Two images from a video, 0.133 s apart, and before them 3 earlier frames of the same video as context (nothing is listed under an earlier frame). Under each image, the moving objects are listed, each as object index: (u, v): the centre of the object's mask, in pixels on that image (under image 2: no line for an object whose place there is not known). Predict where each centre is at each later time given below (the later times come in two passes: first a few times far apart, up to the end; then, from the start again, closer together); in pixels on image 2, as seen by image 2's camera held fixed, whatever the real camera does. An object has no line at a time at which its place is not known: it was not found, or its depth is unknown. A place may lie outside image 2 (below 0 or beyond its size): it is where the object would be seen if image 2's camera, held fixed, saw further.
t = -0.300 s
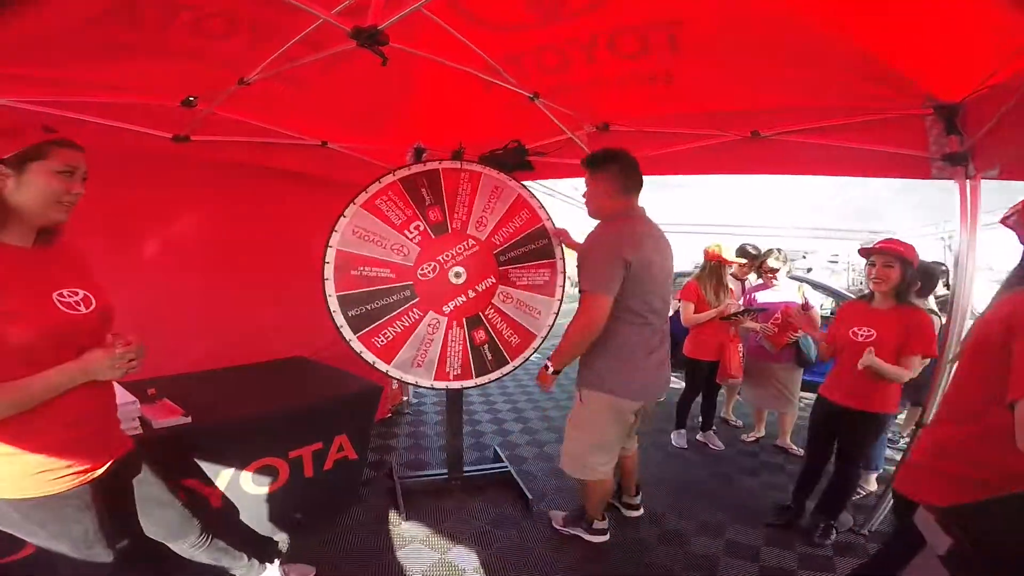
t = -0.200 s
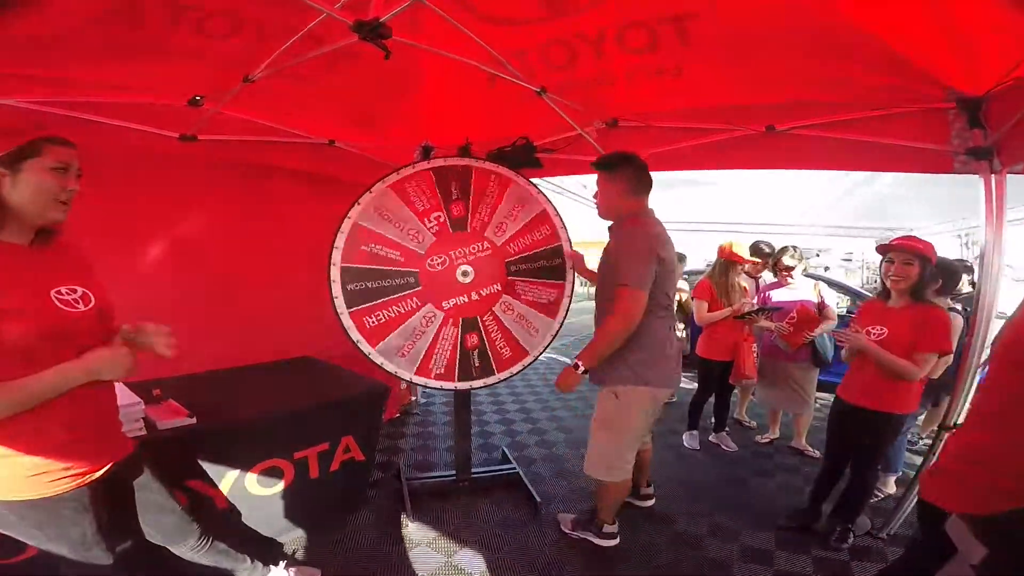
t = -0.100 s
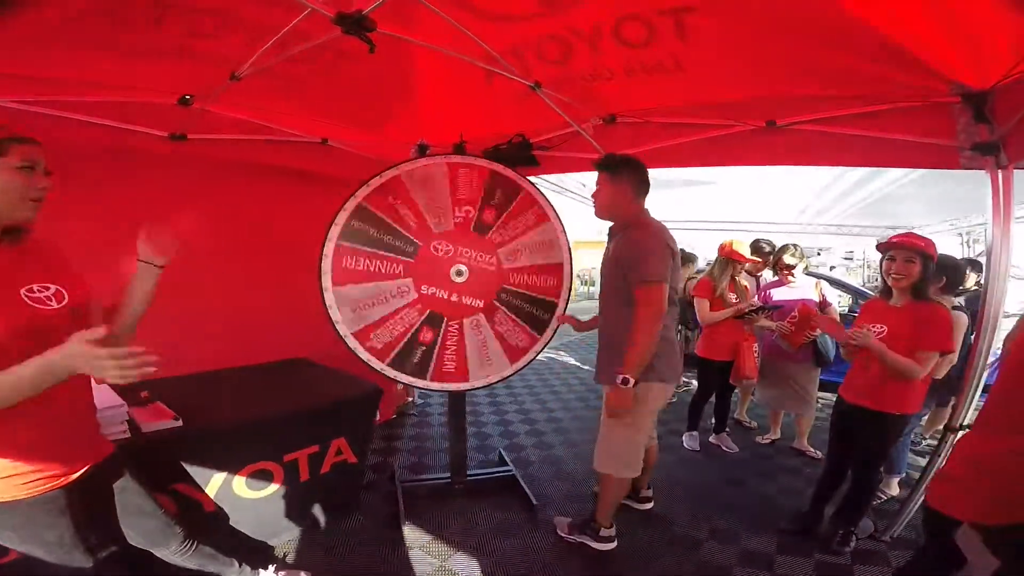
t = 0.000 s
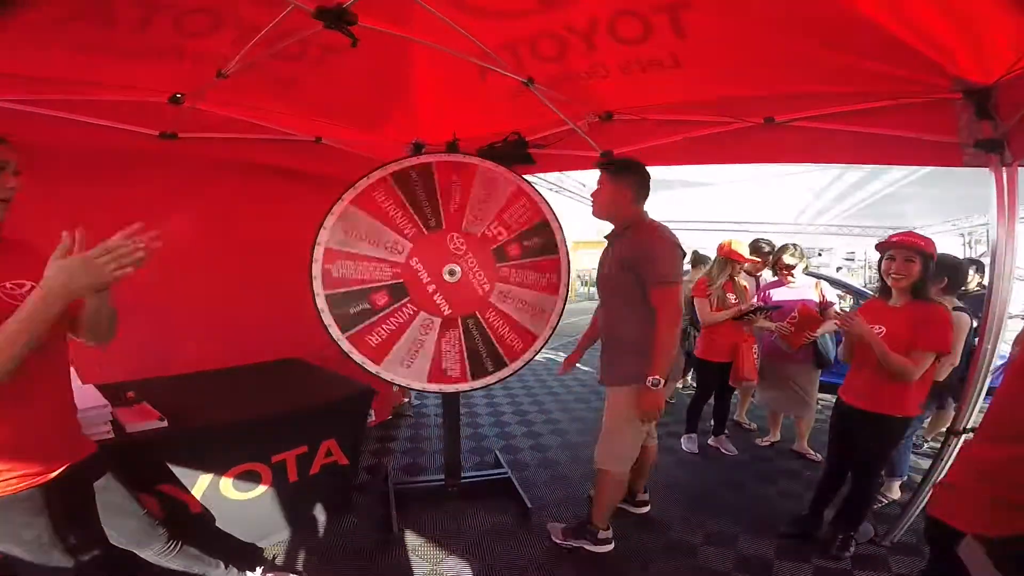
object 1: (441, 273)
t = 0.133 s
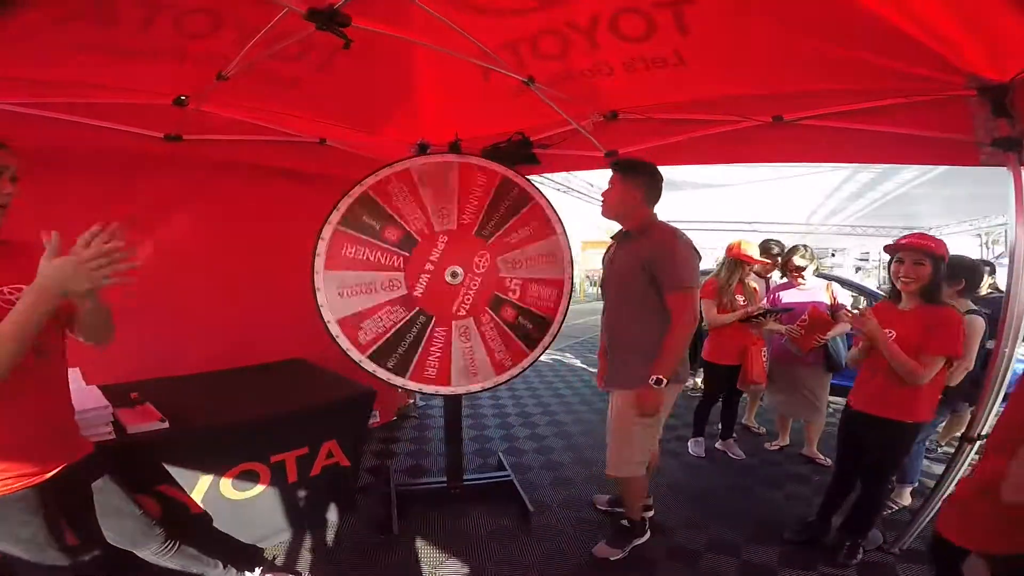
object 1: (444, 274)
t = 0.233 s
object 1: (443, 274)
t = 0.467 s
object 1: (444, 274)
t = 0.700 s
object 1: (445, 274)
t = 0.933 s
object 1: (445, 274)
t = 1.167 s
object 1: (446, 273)
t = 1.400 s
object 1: (446, 274)
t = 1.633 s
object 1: (447, 274)
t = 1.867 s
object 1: (448, 274)
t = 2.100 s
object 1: (449, 274)
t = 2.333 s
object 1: (449, 274)
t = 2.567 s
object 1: (449, 273)
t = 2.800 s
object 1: (448, 273)
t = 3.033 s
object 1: (448, 273)
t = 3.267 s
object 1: (449, 273)
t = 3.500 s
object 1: (450, 273)
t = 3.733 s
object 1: (451, 273)
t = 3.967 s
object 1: (452, 273)
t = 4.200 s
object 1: (453, 273)
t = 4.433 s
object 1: (453, 273)
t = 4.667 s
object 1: (454, 273)
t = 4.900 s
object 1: (455, 272)
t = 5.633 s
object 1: (455, 273)
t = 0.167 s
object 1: (444, 274)
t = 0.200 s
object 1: (443, 274)
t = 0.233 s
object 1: (443, 274)
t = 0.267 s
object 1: (443, 274)
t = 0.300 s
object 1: (443, 274)
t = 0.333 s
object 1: (444, 274)
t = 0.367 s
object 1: (444, 274)
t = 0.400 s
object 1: (444, 274)
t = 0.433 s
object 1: (444, 274)
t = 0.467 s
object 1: (444, 274)
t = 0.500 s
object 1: (444, 274)
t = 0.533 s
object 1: (444, 274)
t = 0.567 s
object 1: (444, 274)
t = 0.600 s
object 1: (444, 274)
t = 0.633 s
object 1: (444, 274)
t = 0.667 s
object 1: (445, 274)
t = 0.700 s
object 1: (445, 274)
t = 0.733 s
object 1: (445, 274)
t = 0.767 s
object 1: (445, 274)
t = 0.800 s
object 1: (445, 273)
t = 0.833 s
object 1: (445, 273)
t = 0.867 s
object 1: (445, 273)
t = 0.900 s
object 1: (445, 273)
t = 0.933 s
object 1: (445, 274)
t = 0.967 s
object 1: (445, 274)
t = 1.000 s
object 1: (445, 274)
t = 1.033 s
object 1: (445, 274)
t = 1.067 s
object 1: (446, 274)
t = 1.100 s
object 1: (446, 274)
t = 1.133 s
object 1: (446, 274)
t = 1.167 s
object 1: (446, 273)
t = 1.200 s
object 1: (446, 274)
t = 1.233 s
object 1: (446, 274)
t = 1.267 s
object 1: (446, 273)
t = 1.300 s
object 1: (446, 274)
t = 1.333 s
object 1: (446, 274)
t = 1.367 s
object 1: (446, 274)
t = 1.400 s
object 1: (446, 274)
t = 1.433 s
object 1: (447, 274)
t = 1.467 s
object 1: (447, 274)
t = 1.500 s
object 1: (447, 274)
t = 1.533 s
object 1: (447, 273)
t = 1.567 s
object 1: (447, 273)
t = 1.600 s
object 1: (447, 273)
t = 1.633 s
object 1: (447, 274)
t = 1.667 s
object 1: (447, 274)
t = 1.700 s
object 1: (448, 274)
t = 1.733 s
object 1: (448, 273)
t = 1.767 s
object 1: (448, 274)
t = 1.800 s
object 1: (448, 274)
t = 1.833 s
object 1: (448, 274)
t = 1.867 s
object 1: (448, 274)
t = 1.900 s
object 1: (448, 274)
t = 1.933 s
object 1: (449, 274)
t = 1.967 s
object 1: (449, 274)
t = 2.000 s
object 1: (449, 274)
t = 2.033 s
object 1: (449, 274)
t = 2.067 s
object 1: (449, 274)
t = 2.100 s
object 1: (449, 274)
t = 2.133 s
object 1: (449, 274)
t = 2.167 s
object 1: (449, 274)
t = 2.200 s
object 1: (449, 274)
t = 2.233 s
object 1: (449, 273)
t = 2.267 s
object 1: (449, 273)
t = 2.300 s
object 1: (449, 274)
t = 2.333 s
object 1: (449, 274)
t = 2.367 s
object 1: (448, 274)
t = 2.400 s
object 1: (448, 273)
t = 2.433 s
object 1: (448, 273)
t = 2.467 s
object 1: (448, 273)
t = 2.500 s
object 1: (448, 273)
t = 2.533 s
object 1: (449, 273)
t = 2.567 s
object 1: (449, 273)
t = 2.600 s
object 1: (449, 273)
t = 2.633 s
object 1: (448, 273)
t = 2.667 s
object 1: (448, 273)
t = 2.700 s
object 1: (448, 273)
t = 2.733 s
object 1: (448, 273)
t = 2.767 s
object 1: (448, 273)
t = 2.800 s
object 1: (448, 273)
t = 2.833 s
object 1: (448, 273)
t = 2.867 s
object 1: (448, 273)
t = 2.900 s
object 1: (448, 273)
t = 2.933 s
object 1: (448, 273)
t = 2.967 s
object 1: (448, 273)
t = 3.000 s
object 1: (448, 273)
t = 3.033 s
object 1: (448, 273)
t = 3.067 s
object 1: (448, 273)
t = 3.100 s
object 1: (448, 273)
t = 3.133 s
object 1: (448, 273)
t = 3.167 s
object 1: (449, 273)
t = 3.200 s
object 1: (449, 273)
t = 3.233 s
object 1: (449, 273)
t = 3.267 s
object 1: (449, 273)
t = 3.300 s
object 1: (449, 273)
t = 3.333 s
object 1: (449, 273)
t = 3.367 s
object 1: (449, 273)
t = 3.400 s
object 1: (449, 273)
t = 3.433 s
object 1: (450, 273)
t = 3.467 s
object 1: (450, 273)
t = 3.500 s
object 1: (450, 273)
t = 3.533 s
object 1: (450, 273)
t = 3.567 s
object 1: (450, 273)
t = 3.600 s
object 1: (451, 273)
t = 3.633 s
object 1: (451, 273)
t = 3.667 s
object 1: (451, 273)
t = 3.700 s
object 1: (451, 273)
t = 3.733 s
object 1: (451, 273)
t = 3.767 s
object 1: (451, 273)
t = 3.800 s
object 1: (451, 273)
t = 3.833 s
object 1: (452, 273)
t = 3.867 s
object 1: (452, 273)
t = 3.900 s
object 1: (452, 273)
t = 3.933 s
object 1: (452, 273)
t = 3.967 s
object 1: (452, 273)
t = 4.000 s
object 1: (452, 273)
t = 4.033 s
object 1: (452, 273)
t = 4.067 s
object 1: (452, 273)
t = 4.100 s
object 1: (453, 273)
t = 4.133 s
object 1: (453, 273)
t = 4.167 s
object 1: (453, 273)
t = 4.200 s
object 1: (453, 273)
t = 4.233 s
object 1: (453, 273)
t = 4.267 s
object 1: (453, 273)
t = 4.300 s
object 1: (453, 273)
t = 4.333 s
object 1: (453, 273)
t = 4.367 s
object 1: (453, 273)
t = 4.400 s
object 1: (453, 273)
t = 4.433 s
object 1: (453, 273)
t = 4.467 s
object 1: (454, 273)
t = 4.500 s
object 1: (454, 273)
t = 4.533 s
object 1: (454, 273)
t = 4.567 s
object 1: (454, 273)
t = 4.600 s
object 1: (454, 273)
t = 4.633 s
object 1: (454, 273)
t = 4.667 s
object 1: (454, 273)
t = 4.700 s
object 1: (454, 273)
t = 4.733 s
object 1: (454, 273)
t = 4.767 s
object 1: (454, 273)
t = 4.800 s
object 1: (455, 273)
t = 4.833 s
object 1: (455, 273)
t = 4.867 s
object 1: (455, 273)
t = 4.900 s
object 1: (455, 272)
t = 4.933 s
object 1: (455, 272)
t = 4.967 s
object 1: (455, 272)
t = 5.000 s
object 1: (455, 273)
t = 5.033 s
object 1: (455, 273)
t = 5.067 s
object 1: (455, 273)
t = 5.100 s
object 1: (455, 273)
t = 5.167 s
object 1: (455, 273)
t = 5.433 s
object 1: (455, 273)
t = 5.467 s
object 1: (455, 273)
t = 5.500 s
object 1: (455, 273)
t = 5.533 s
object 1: (455, 273)
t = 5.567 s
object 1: (455, 273)
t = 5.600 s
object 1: (455, 273)
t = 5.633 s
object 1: (455, 273)
